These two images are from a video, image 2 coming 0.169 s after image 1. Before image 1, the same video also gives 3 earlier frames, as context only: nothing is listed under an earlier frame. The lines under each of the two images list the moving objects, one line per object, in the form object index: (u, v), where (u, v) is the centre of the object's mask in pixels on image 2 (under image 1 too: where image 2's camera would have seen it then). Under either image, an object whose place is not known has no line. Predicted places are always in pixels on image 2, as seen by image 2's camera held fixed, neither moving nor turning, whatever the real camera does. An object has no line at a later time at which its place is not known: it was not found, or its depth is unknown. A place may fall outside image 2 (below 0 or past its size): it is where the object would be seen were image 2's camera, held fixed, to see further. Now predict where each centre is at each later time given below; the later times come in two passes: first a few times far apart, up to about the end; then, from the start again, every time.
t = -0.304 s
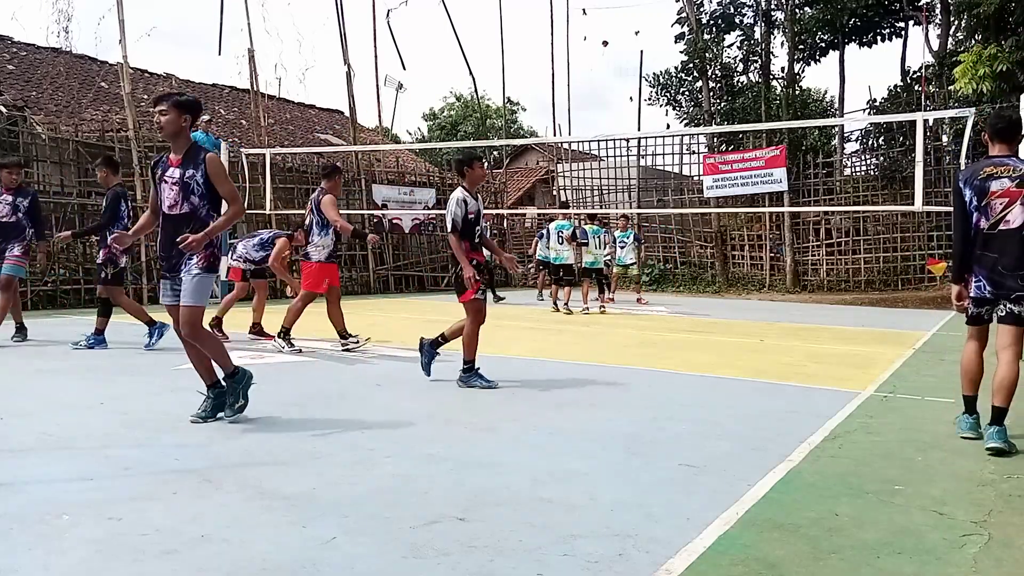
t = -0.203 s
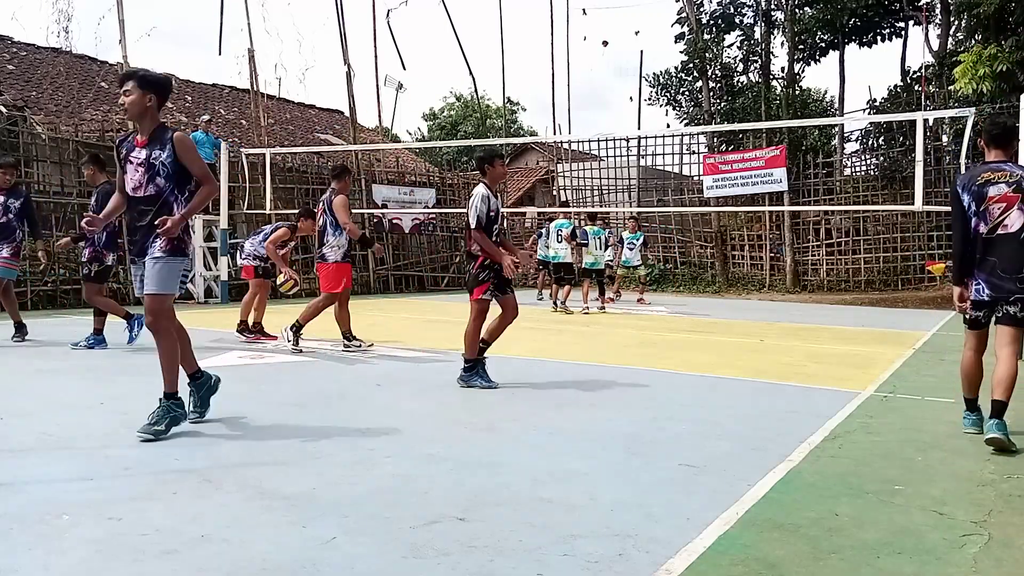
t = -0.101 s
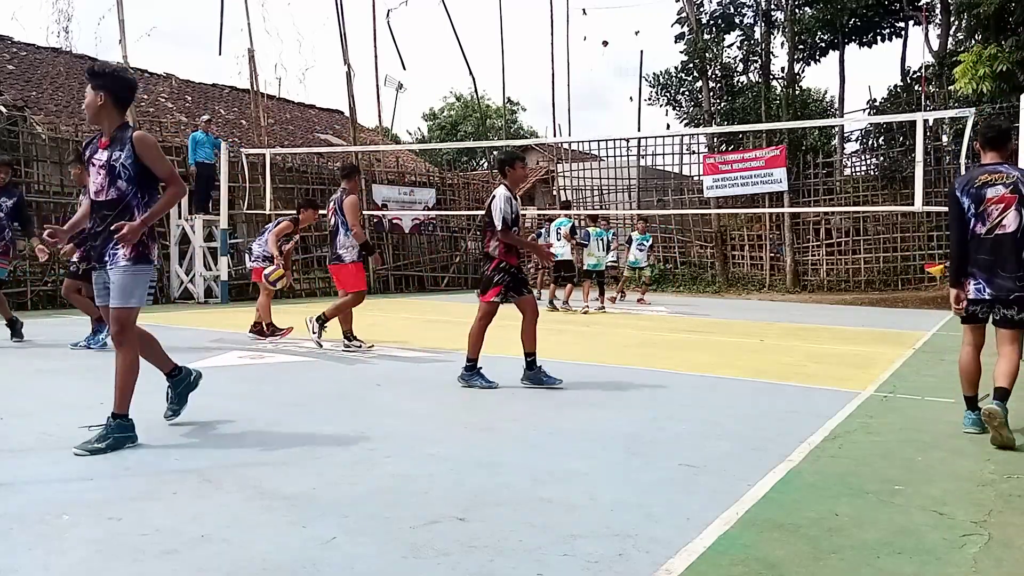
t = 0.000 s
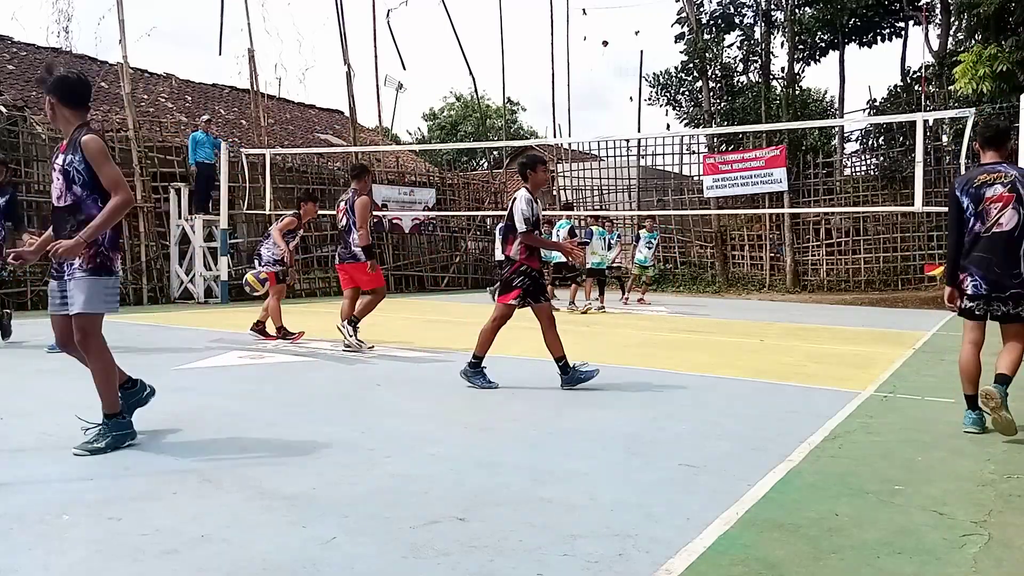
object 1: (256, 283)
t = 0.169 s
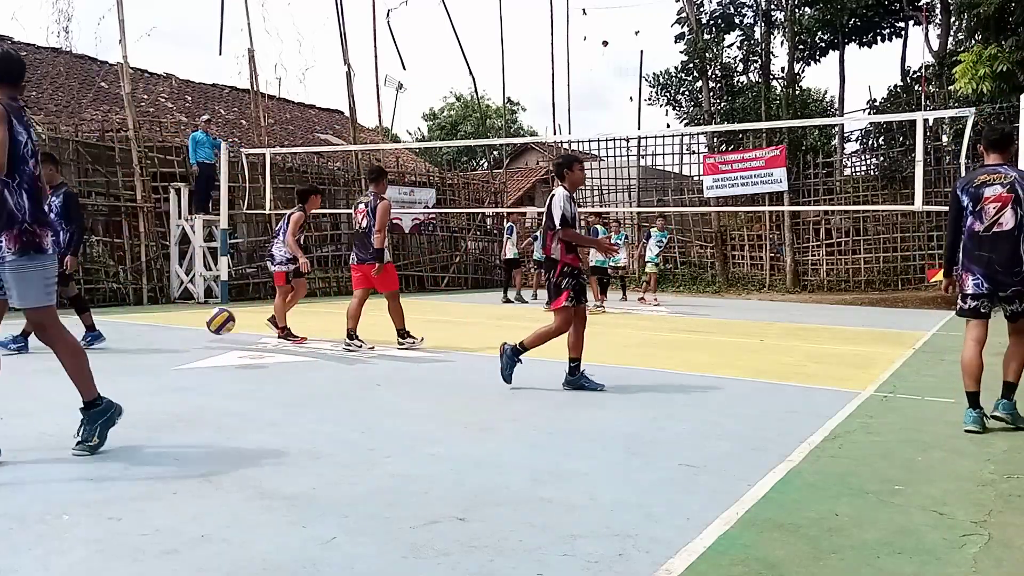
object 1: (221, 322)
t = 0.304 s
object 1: (192, 348)
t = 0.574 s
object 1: (151, 308)
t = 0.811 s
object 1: (108, 368)
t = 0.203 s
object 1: (213, 335)
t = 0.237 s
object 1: (204, 350)
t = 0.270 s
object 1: (196, 360)
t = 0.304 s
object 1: (192, 348)
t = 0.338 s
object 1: (187, 338)
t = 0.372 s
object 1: (183, 330)
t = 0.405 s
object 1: (178, 322)
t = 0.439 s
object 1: (173, 316)
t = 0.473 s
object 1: (168, 312)
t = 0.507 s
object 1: (163, 309)
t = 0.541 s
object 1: (157, 308)
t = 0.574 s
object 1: (151, 308)
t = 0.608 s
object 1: (145, 311)
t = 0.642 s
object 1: (140, 315)
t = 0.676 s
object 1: (134, 322)
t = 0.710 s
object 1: (127, 330)
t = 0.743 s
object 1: (121, 341)
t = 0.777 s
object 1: (115, 353)
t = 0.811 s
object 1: (108, 368)
